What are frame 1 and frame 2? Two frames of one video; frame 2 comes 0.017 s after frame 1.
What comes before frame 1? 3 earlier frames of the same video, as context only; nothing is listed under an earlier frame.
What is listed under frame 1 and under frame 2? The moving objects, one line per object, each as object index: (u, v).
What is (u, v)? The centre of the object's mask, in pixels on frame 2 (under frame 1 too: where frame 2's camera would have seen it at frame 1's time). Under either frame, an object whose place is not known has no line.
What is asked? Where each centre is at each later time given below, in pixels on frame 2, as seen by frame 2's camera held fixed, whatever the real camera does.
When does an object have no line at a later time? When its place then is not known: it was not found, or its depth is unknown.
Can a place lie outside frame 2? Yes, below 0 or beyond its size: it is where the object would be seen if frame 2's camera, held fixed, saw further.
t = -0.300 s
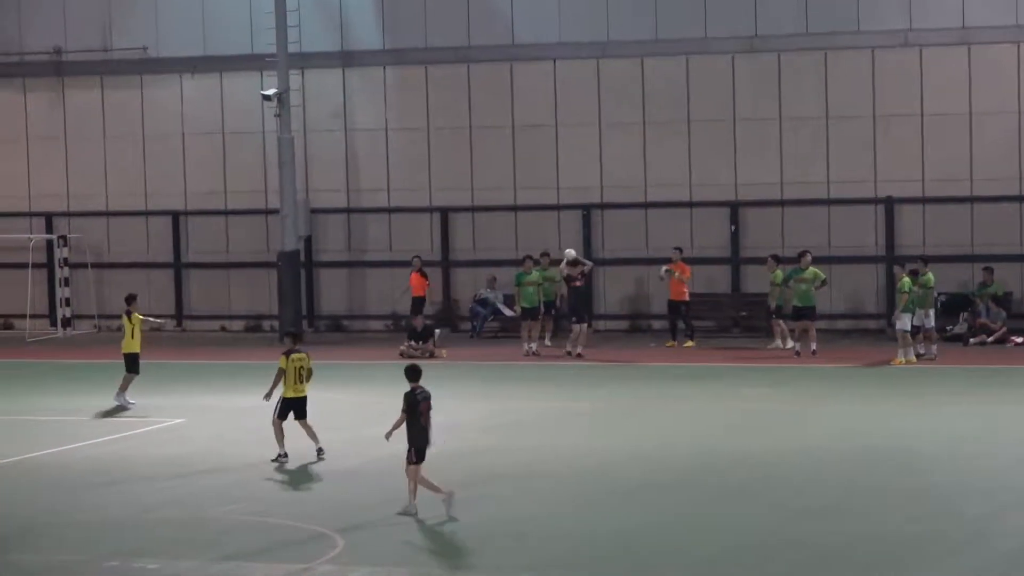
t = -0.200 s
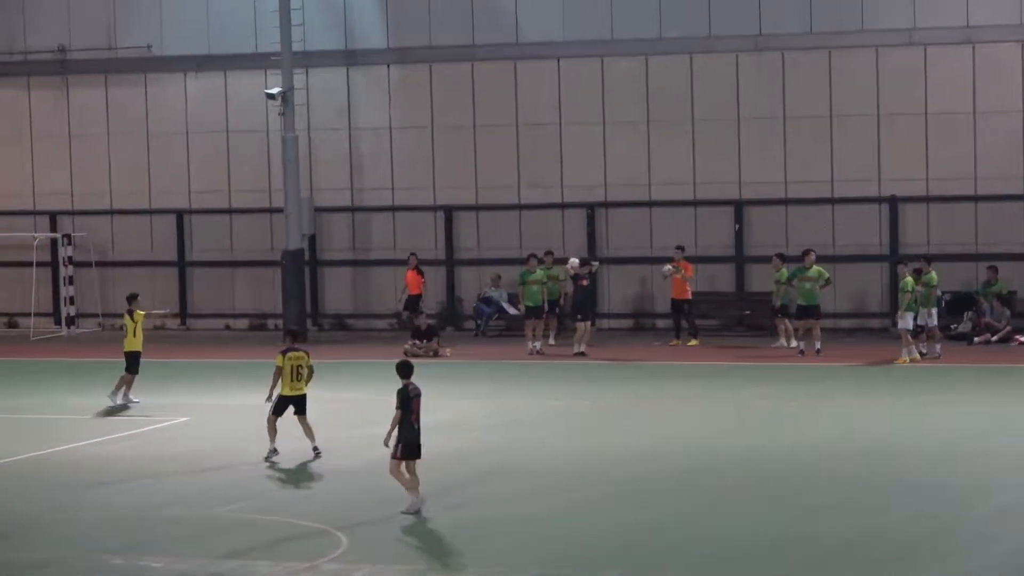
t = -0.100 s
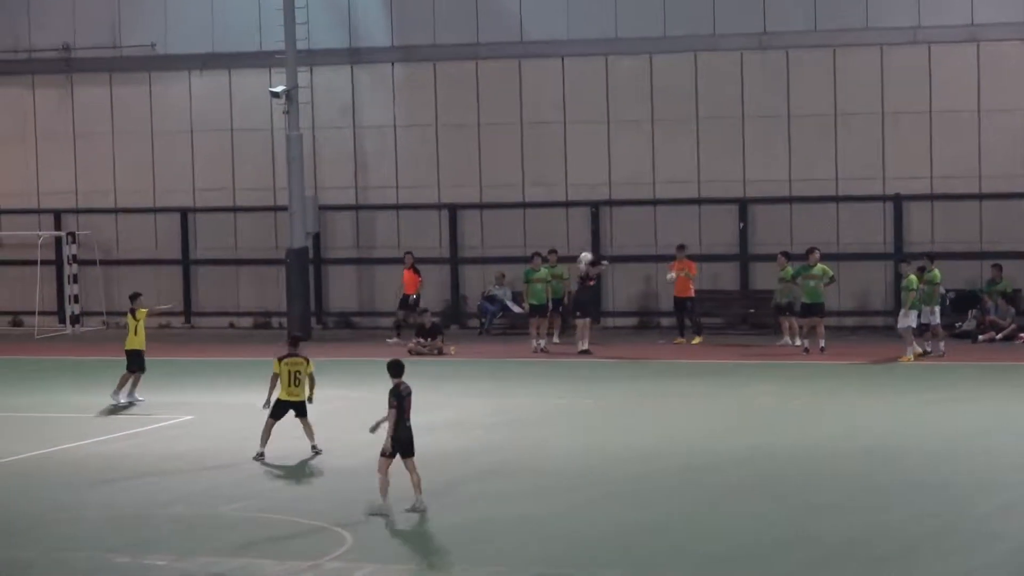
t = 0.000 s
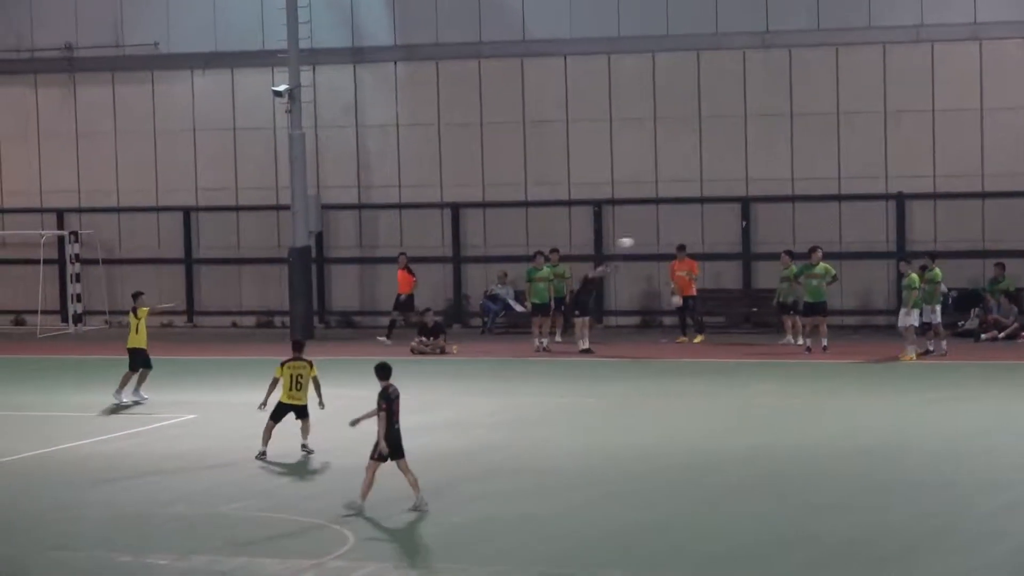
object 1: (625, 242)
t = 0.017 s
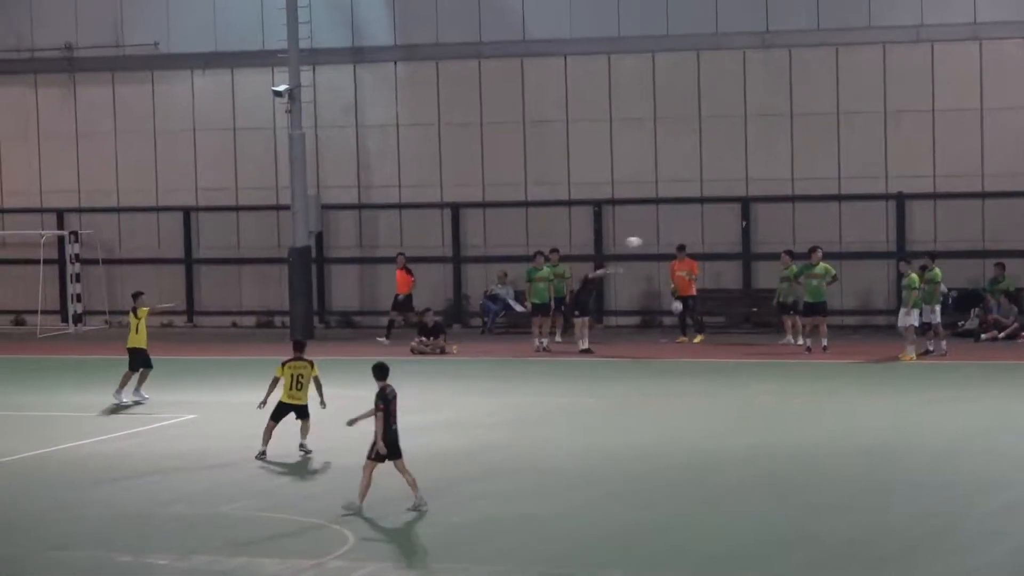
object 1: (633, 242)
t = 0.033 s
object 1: (641, 241)
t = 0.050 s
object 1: (649, 241)
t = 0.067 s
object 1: (657, 240)
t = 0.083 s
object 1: (666, 240)
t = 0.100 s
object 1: (673, 240)
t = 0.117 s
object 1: (681, 240)
